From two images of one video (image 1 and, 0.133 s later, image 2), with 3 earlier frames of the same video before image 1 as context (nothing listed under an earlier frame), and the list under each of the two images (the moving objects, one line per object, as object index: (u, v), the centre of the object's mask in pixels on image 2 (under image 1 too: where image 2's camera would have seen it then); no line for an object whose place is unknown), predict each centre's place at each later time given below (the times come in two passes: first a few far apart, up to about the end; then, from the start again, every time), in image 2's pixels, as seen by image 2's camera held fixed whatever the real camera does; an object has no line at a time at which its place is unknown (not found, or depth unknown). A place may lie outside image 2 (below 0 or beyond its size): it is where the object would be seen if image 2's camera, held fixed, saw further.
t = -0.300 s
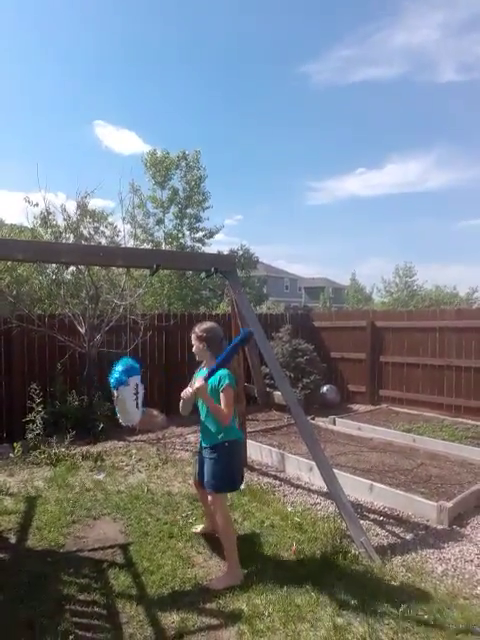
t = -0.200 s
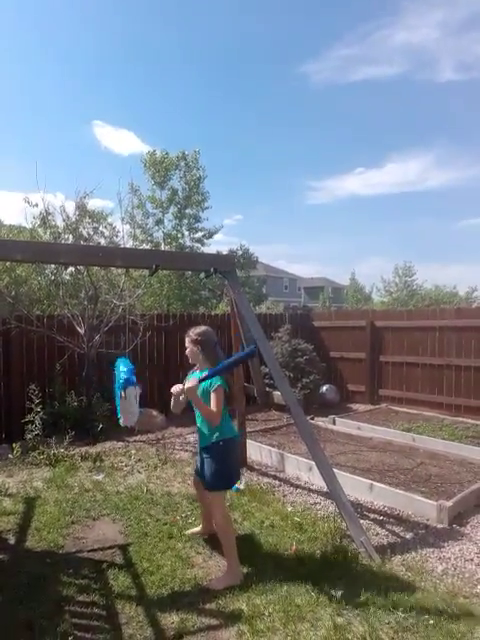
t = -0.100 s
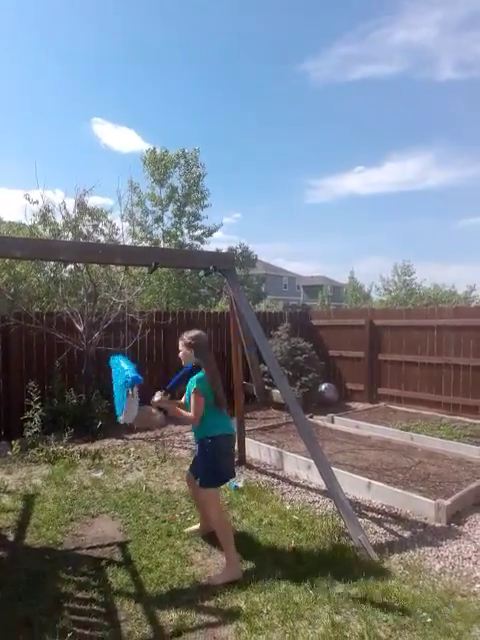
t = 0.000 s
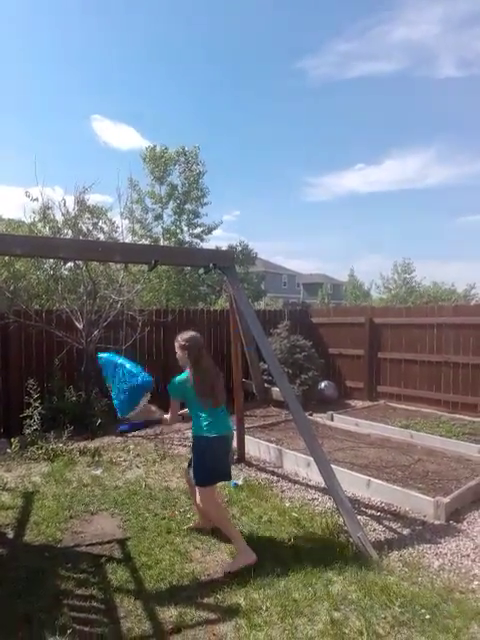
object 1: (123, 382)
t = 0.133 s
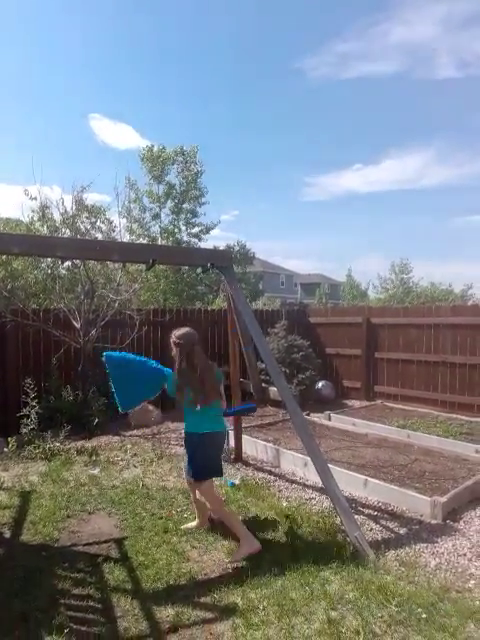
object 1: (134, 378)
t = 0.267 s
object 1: (135, 373)
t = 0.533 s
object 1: (133, 364)
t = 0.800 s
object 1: (130, 371)
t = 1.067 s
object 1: (123, 381)
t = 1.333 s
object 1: (111, 382)
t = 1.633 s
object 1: (108, 379)
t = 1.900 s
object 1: (116, 378)
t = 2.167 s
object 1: (116, 367)
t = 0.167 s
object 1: (136, 377)
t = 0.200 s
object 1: (136, 375)
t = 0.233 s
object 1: (135, 374)
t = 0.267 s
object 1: (135, 373)
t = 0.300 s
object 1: (135, 374)
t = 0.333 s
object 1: (136, 375)
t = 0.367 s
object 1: (137, 373)
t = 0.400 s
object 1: (137, 369)
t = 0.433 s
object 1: (136, 367)
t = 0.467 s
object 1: (135, 365)
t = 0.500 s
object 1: (134, 364)
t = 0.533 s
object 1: (133, 364)
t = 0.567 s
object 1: (132, 364)
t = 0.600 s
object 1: (131, 365)
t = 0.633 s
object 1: (130, 366)
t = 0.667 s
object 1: (129, 367)
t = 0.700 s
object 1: (129, 368)
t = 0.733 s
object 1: (130, 369)
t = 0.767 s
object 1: (130, 370)
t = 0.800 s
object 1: (130, 371)
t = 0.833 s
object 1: (129, 371)
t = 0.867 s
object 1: (127, 372)
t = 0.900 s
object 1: (125, 375)
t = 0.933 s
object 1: (124, 377)
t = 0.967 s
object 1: (123, 379)
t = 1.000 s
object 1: (123, 380)
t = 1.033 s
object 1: (123, 380)
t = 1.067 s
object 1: (123, 381)
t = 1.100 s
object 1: (122, 382)
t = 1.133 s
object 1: (122, 383)
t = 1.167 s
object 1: (120, 383)
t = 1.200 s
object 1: (118, 383)
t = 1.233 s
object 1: (115, 383)
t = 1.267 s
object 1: (113, 383)
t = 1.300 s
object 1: (111, 383)
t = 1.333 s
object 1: (111, 382)
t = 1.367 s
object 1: (111, 382)
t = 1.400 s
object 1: (112, 382)
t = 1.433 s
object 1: (114, 381)
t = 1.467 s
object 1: (114, 382)
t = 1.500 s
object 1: (113, 382)
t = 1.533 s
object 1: (112, 381)
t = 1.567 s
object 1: (110, 380)
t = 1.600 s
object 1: (109, 379)
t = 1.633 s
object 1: (108, 379)
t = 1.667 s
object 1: (107, 378)
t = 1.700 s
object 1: (109, 379)
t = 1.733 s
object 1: (109, 379)
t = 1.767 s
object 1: (110, 379)
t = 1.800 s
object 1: (111, 380)
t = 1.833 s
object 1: (113, 380)
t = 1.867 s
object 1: (114, 381)
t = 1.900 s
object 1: (116, 378)
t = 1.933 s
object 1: (118, 377)
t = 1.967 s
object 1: (118, 373)
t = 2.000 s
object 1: (118, 373)
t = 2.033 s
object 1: (117, 371)
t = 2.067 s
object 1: (117, 369)
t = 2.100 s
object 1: (116, 368)
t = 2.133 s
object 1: (116, 366)
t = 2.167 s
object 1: (116, 367)
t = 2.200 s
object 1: (113, 364)
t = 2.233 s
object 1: (109, 361)
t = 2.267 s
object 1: (108, 359)
